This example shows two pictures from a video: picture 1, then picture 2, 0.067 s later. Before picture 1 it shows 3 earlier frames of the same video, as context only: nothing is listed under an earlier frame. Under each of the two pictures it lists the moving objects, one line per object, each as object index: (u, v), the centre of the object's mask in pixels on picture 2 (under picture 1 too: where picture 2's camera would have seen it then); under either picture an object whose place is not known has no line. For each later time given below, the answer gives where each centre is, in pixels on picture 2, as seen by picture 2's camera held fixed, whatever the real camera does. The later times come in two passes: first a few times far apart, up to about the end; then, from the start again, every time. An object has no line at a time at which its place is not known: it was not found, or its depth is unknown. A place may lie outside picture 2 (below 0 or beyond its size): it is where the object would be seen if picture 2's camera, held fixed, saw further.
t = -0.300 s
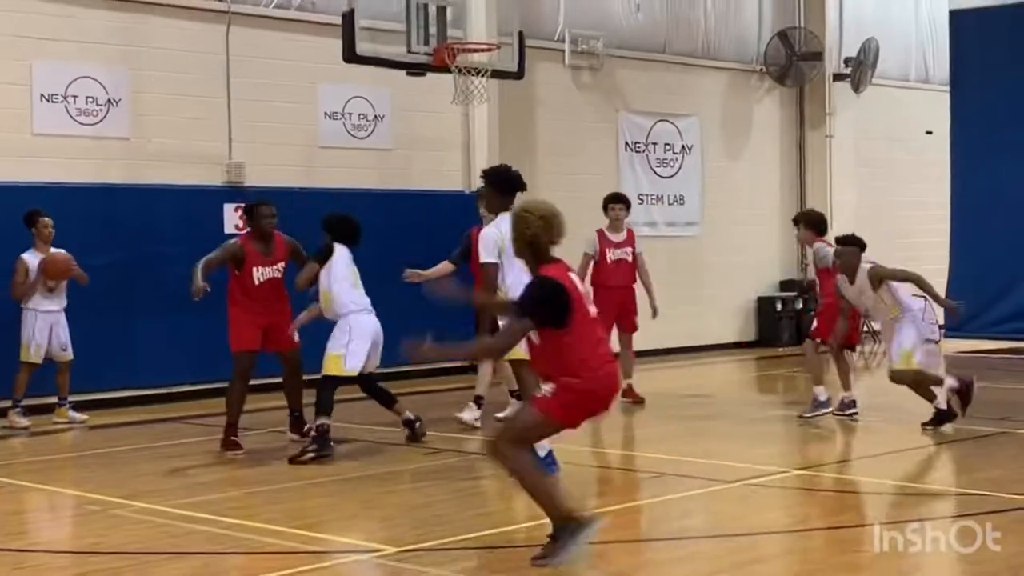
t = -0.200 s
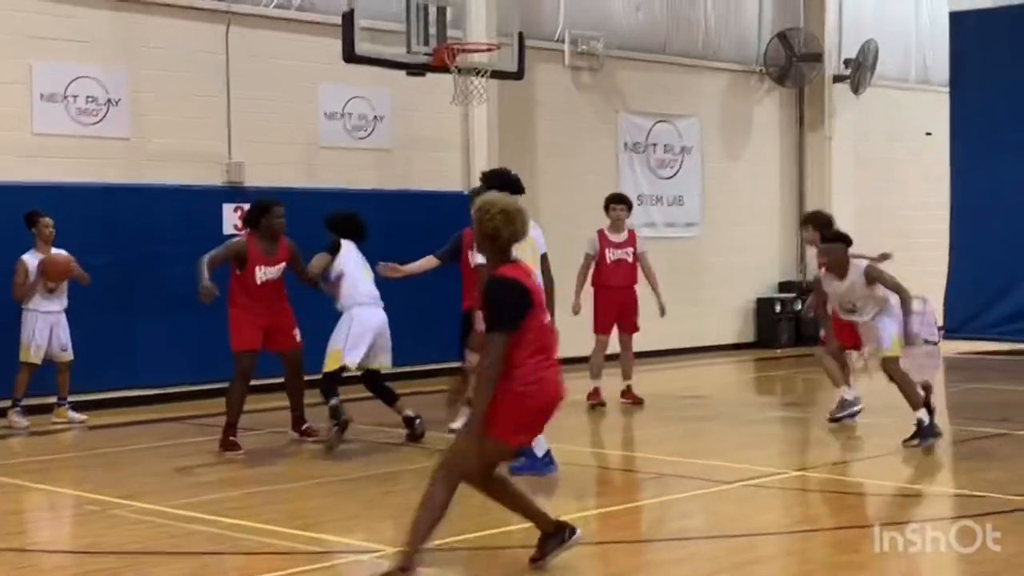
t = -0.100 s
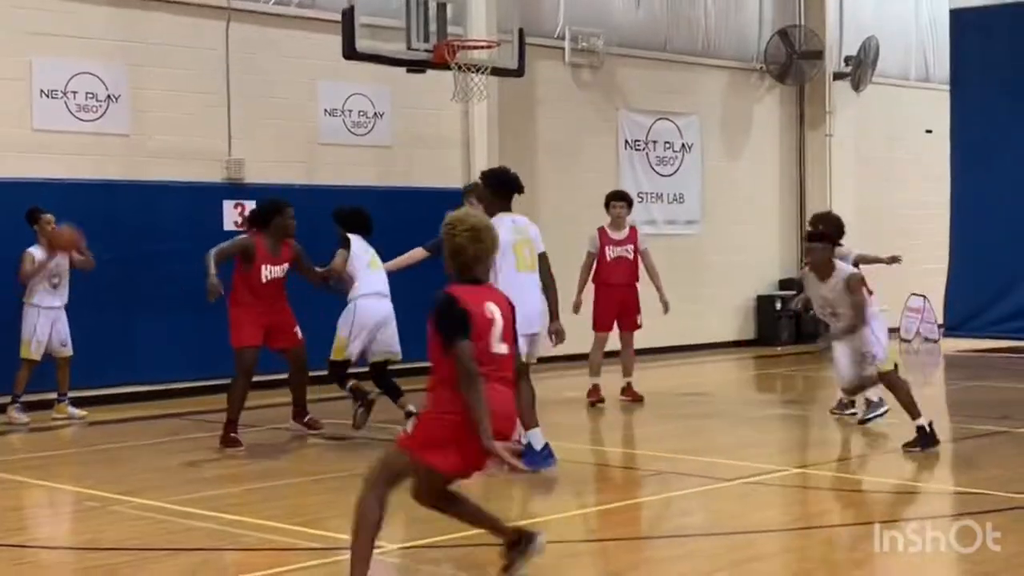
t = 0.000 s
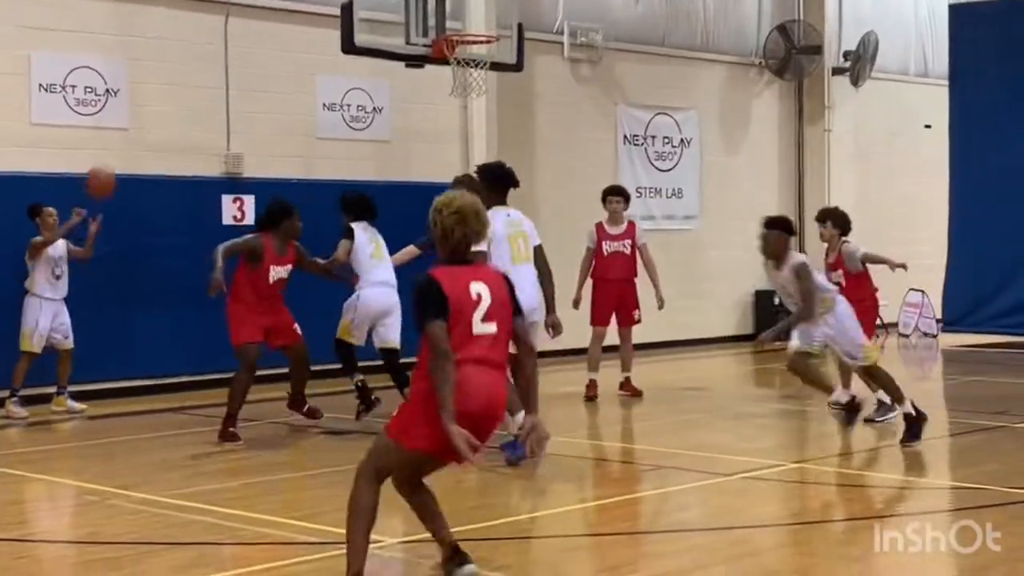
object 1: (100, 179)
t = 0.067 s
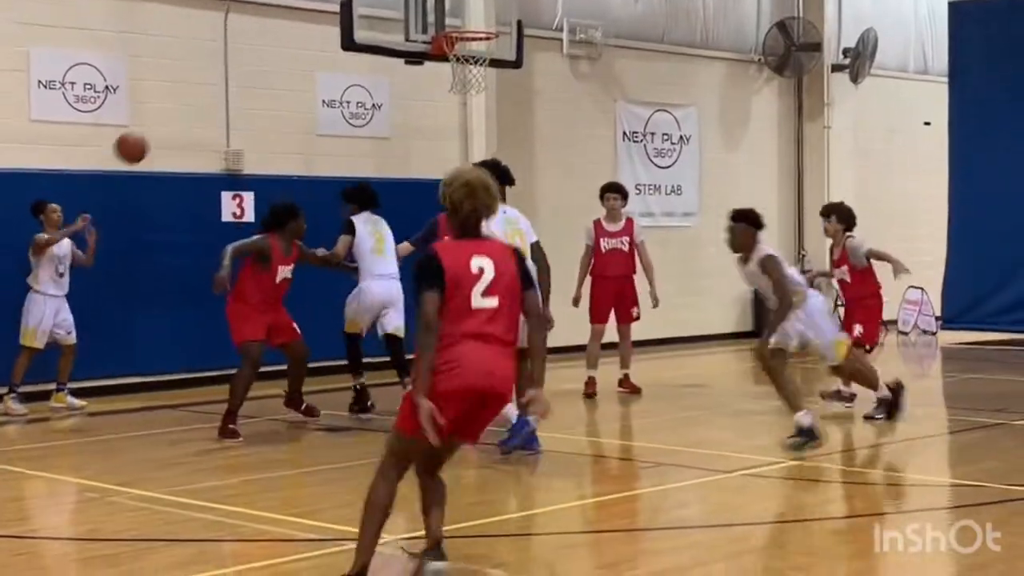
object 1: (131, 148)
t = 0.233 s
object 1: (215, 93)
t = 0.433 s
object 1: (323, 73)
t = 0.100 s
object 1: (148, 134)
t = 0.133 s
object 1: (164, 122)
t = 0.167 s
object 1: (180, 111)
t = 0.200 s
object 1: (197, 101)
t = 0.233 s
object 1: (215, 93)
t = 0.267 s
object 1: (232, 86)
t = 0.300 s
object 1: (250, 80)
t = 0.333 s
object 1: (268, 76)
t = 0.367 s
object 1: (286, 74)
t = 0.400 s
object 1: (304, 72)
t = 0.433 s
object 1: (323, 73)
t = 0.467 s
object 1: (342, 75)
